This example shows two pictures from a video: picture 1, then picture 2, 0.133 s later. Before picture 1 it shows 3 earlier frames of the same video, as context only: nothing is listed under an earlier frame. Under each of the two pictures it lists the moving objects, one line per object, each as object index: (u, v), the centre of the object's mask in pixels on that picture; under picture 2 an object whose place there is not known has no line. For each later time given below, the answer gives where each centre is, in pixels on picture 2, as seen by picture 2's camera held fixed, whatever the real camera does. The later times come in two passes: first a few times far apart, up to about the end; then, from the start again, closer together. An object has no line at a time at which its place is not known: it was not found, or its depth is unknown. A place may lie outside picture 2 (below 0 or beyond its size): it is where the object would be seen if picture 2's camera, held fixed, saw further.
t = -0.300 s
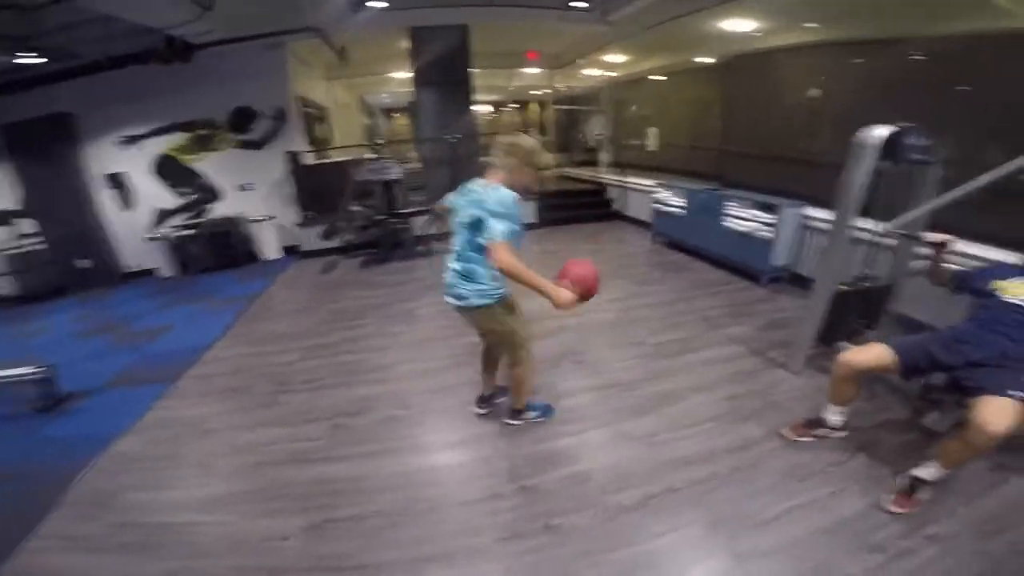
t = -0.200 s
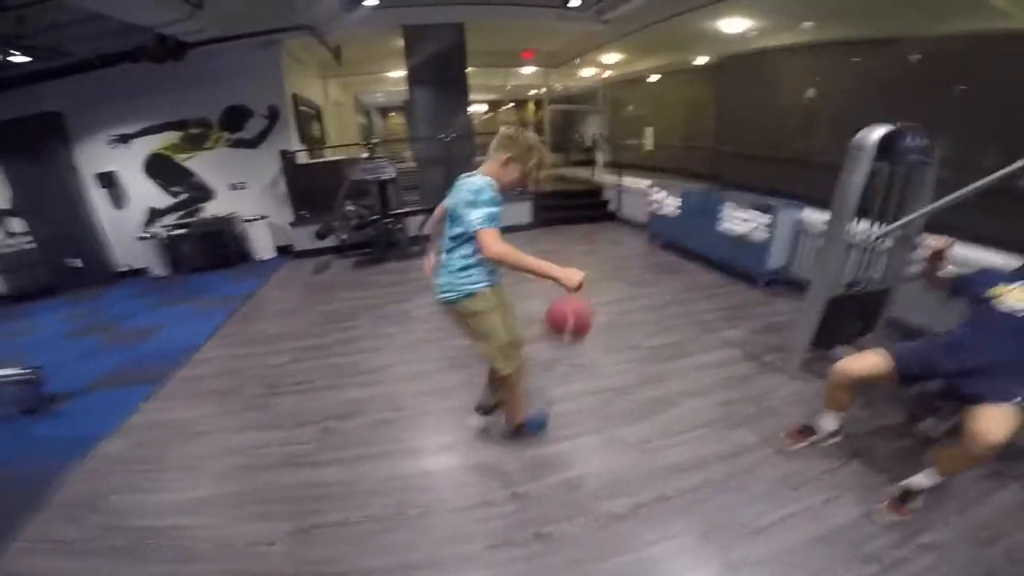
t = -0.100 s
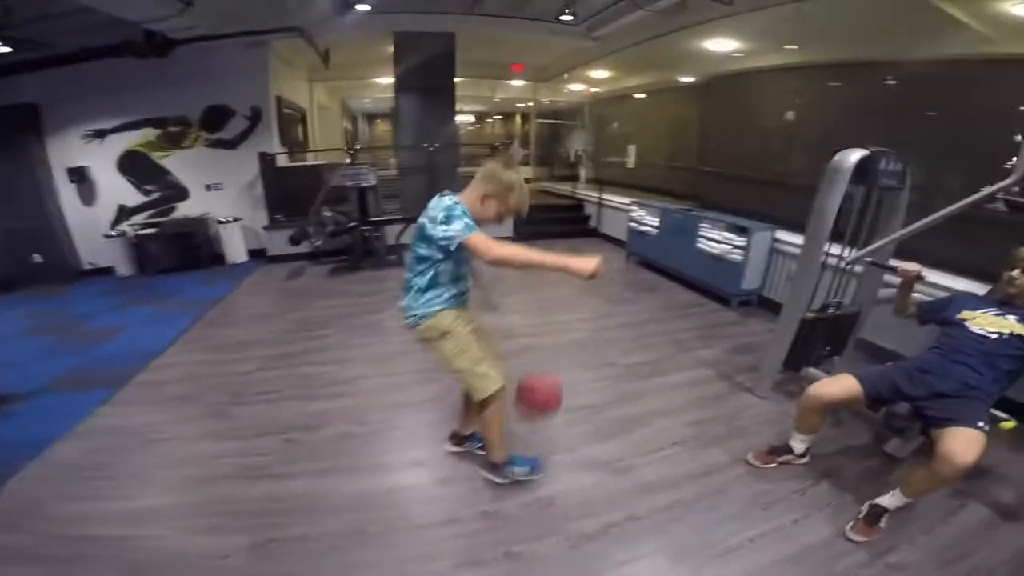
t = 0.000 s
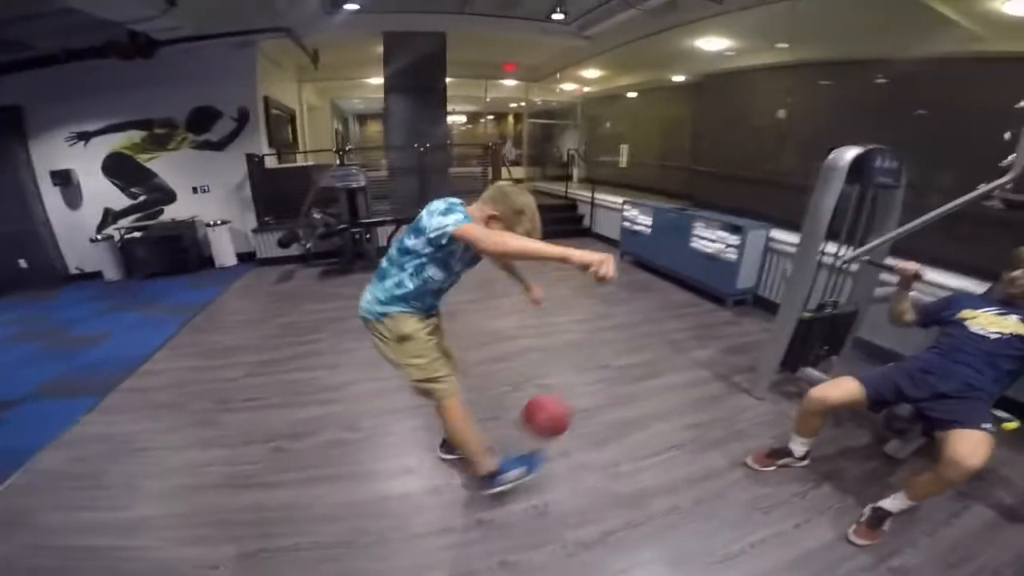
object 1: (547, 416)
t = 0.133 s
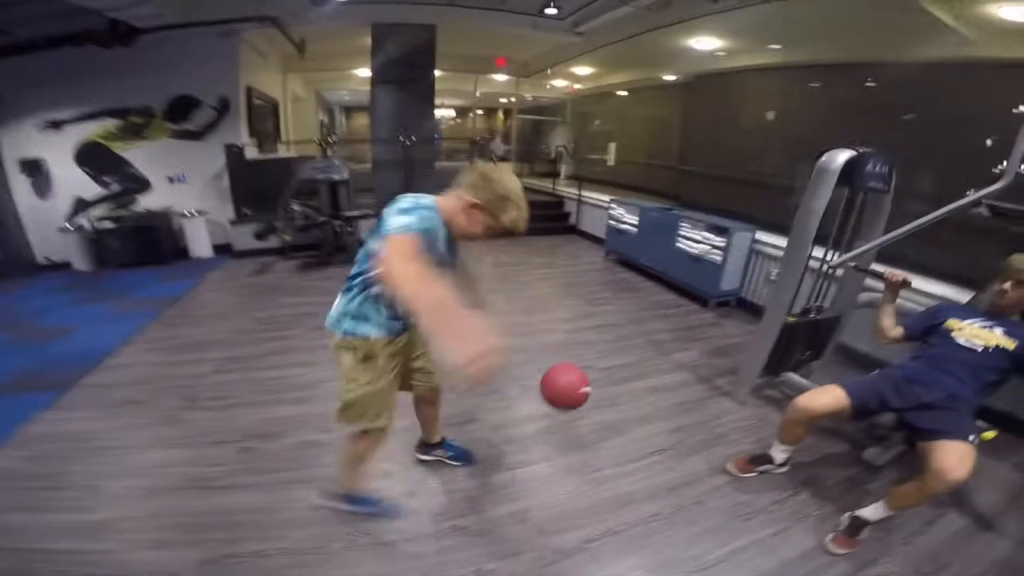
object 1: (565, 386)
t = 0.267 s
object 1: (598, 384)
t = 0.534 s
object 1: (644, 399)
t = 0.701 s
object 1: (681, 368)
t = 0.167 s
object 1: (576, 383)
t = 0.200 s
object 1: (584, 382)
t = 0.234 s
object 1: (591, 382)
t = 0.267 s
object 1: (598, 384)
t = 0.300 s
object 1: (603, 389)
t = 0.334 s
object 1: (606, 396)
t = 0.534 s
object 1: (644, 399)
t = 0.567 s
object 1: (652, 390)
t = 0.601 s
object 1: (660, 381)
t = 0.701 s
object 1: (681, 368)
